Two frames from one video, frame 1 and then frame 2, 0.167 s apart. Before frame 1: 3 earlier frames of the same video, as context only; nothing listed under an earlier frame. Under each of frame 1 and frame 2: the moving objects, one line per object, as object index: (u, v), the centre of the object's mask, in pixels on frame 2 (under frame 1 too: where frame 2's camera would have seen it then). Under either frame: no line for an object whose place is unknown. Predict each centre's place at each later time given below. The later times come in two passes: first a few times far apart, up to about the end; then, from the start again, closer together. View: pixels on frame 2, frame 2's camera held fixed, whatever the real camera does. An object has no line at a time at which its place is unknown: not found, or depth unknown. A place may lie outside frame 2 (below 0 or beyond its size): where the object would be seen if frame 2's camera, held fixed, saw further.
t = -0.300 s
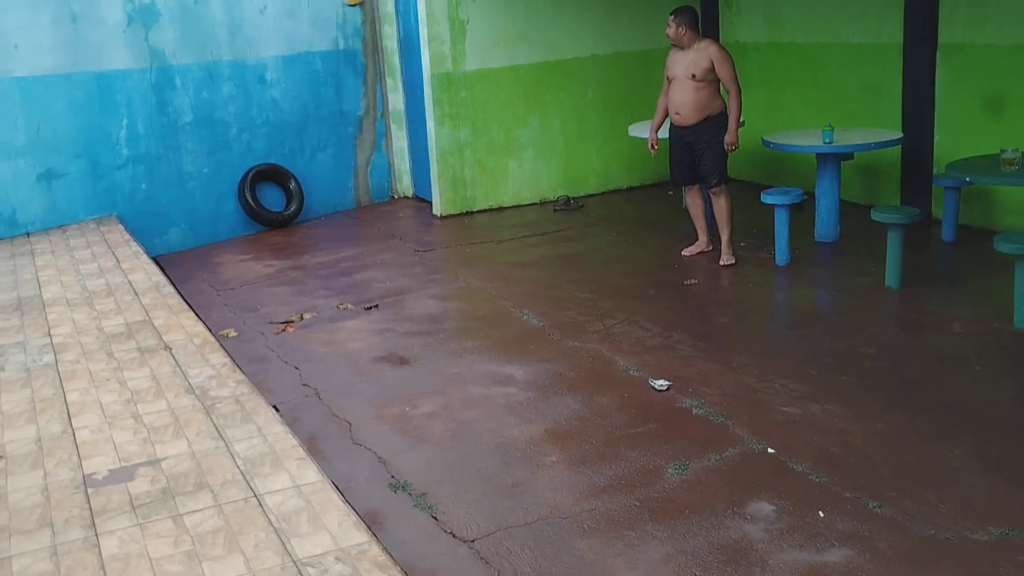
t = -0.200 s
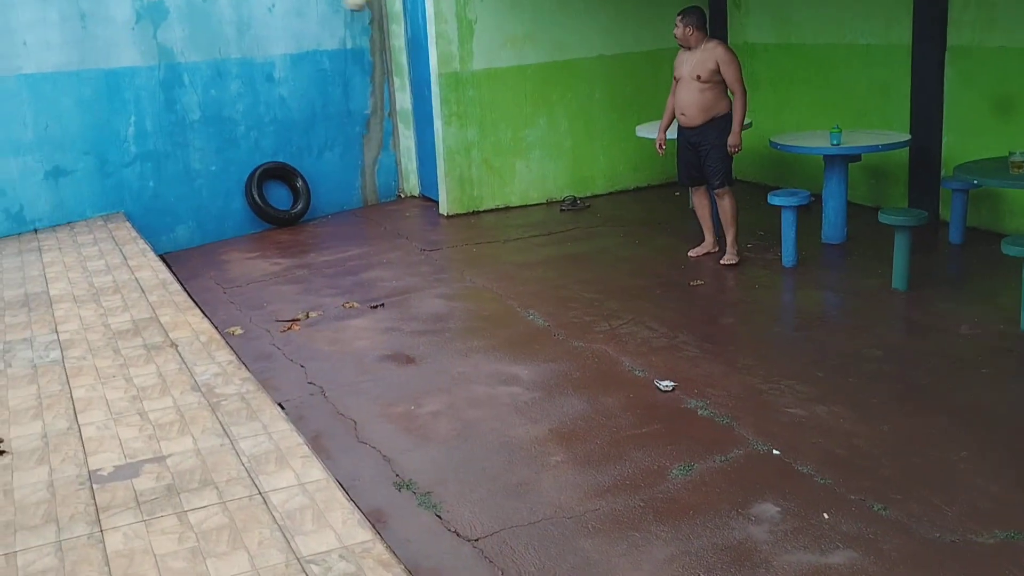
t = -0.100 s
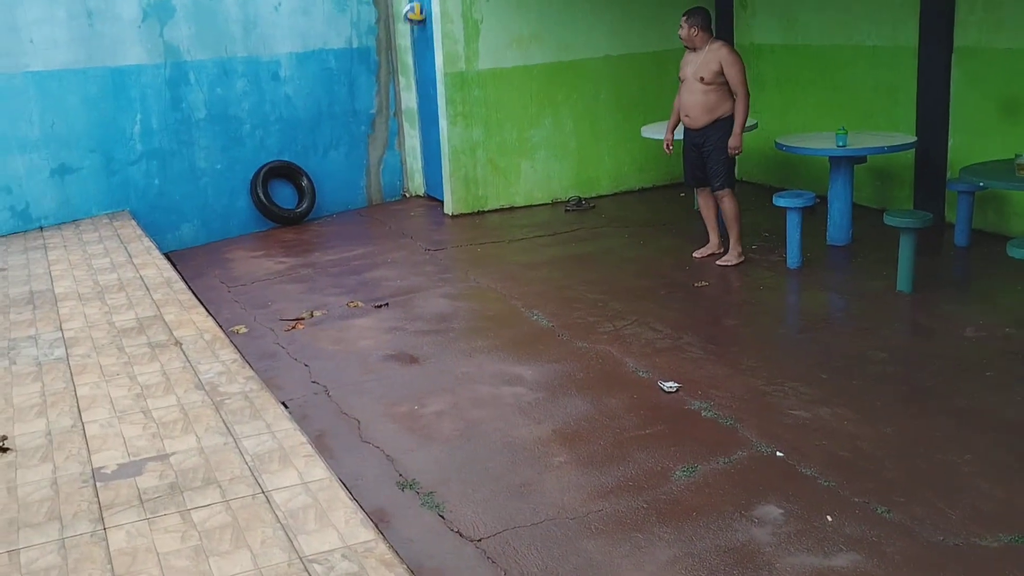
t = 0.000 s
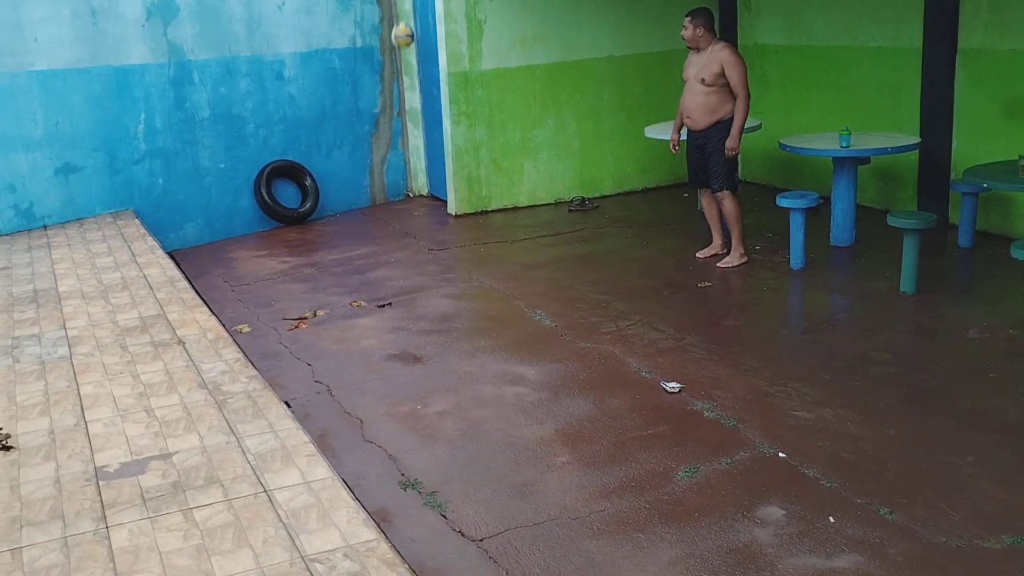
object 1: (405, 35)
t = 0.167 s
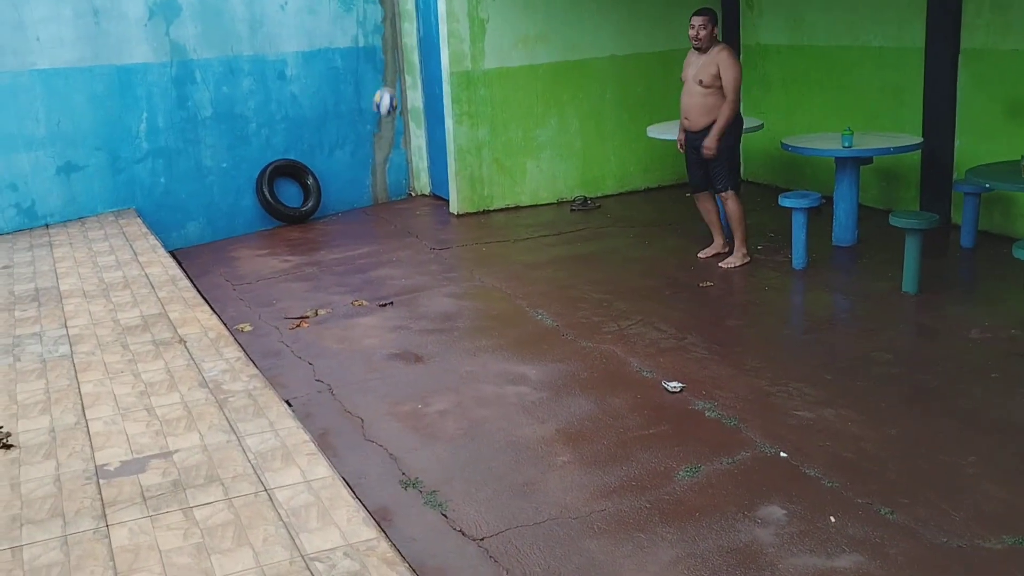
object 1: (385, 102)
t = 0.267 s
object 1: (374, 164)
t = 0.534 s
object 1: (331, 194)
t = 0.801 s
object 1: (282, 198)
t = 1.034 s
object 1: (241, 294)
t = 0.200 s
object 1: (380, 121)
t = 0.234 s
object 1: (377, 143)
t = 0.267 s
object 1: (374, 164)
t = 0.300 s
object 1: (371, 188)
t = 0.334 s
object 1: (367, 212)
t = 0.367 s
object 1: (363, 236)
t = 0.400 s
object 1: (357, 225)
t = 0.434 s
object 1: (351, 215)
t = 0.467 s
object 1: (344, 207)
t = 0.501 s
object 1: (337, 200)
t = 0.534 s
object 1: (331, 194)
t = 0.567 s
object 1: (324, 189)
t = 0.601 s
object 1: (318, 185)
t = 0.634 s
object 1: (311, 182)
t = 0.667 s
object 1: (307, 180)
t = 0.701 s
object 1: (300, 182)
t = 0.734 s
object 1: (293, 186)
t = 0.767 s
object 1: (287, 192)
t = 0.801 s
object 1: (282, 198)
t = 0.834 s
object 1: (275, 206)
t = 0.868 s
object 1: (269, 213)
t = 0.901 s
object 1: (263, 225)
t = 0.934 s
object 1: (258, 238)
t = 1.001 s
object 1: (246, 273)
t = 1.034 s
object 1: (241, 294)
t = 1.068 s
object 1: (235, 292)
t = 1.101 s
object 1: (228, 284)
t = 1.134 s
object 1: (220, 279)
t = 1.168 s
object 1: (211, 274)
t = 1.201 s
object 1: (203, 273)
